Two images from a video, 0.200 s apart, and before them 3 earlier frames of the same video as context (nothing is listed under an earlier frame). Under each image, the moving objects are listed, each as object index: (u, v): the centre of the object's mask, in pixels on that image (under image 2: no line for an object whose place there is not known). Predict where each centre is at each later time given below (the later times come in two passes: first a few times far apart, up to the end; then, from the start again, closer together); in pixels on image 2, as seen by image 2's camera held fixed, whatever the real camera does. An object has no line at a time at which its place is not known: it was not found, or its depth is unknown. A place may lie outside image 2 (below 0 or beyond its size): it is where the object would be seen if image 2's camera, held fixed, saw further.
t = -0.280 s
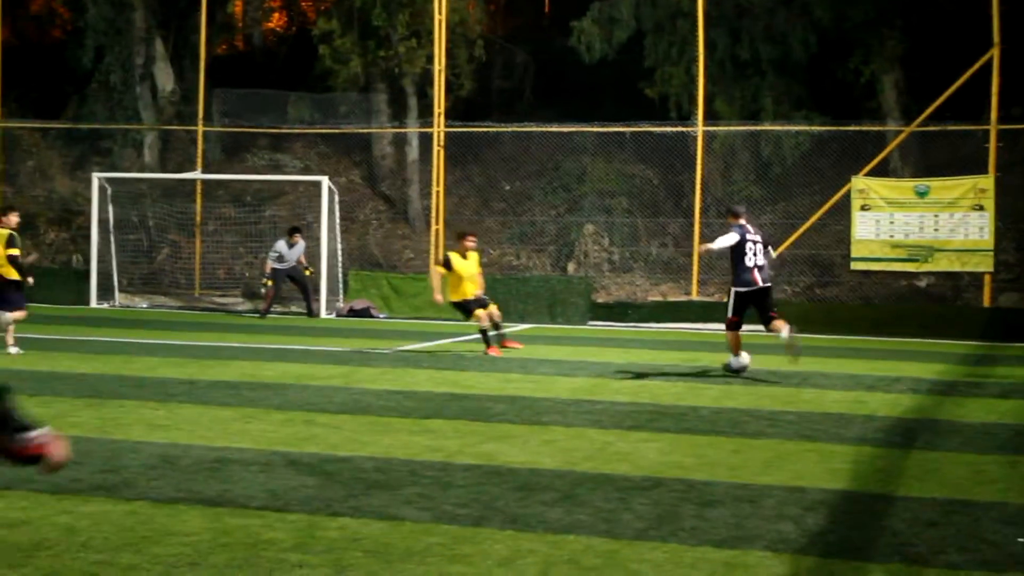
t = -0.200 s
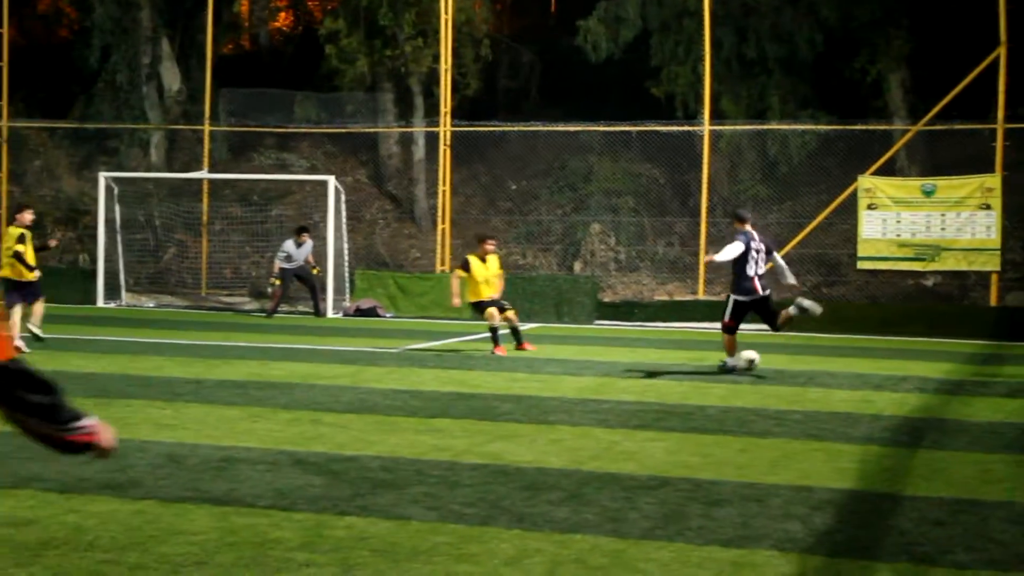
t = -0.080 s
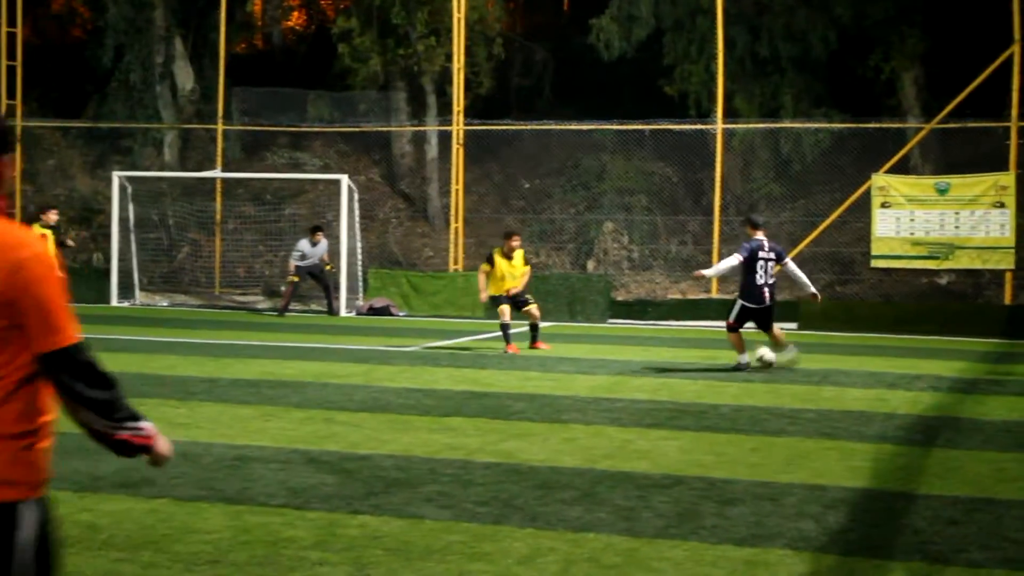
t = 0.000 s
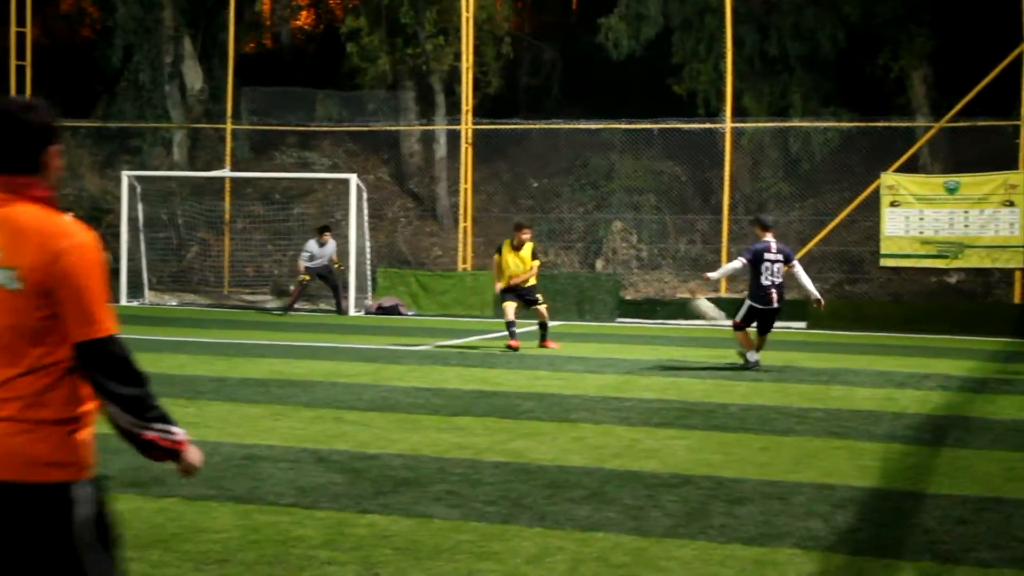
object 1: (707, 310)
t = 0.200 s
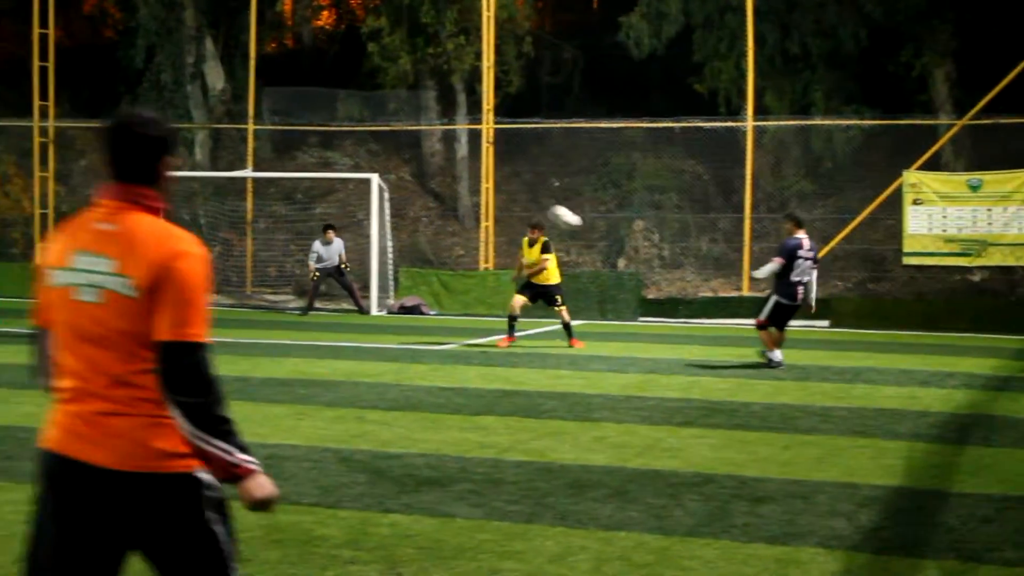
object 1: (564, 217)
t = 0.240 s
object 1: (535, 203)
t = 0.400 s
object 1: (424, 162)
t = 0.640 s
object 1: (276, 135)
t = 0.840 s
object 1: (168, 141)
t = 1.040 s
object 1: (72, 171)
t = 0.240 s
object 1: (535, 203)
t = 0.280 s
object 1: (508, 191)
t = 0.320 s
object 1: (478, 179)
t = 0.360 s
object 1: (451, 170)
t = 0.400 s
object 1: (424, 162)
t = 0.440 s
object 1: (397, 154)
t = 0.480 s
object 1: (372, 148)
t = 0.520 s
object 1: (348, 143)
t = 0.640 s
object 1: (276, 135)
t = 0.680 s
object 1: (254, 134)
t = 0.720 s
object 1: (232, 135)
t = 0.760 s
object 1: (210, 136)
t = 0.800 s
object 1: (190, 138)
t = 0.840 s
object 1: (168, 141)
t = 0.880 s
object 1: (148, 145)
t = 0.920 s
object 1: (129, 151)
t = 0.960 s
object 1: (109, 156)
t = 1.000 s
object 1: (90, 163)
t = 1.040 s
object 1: (72, 171)
